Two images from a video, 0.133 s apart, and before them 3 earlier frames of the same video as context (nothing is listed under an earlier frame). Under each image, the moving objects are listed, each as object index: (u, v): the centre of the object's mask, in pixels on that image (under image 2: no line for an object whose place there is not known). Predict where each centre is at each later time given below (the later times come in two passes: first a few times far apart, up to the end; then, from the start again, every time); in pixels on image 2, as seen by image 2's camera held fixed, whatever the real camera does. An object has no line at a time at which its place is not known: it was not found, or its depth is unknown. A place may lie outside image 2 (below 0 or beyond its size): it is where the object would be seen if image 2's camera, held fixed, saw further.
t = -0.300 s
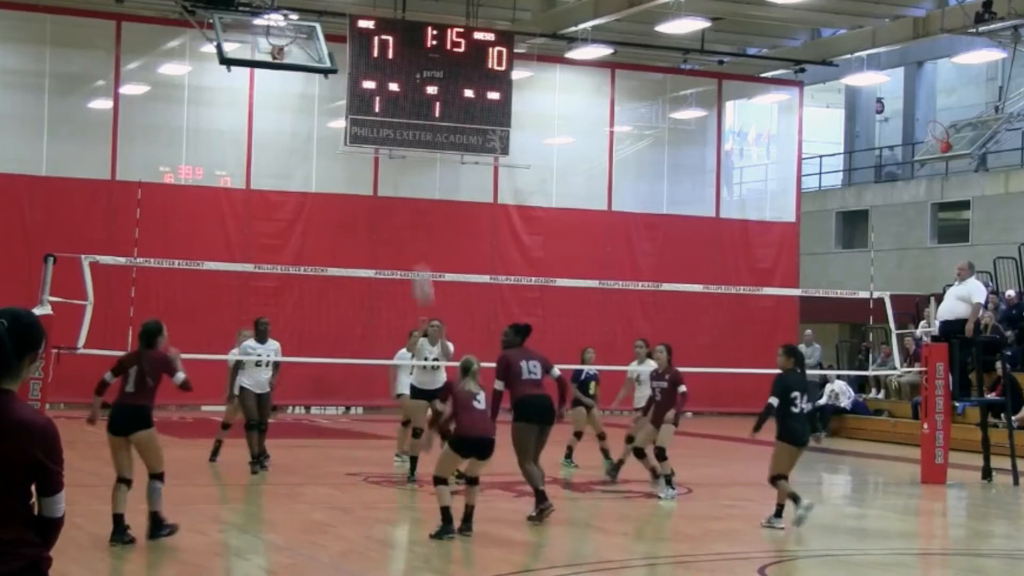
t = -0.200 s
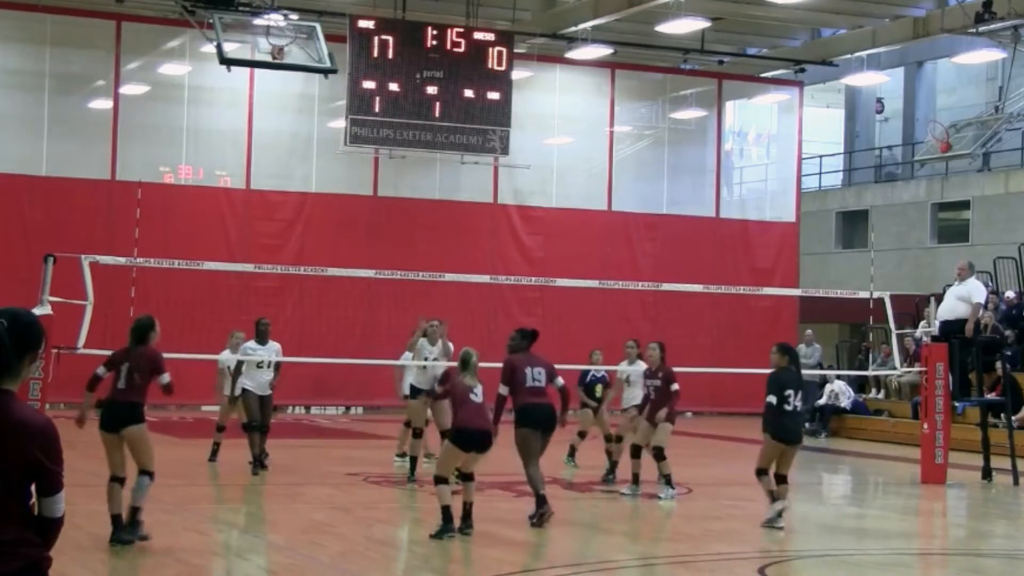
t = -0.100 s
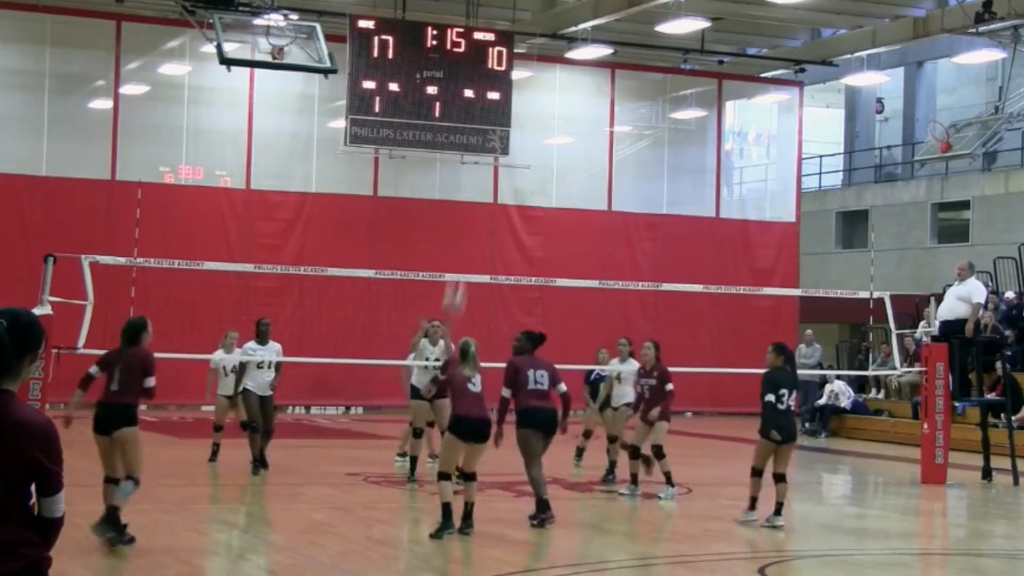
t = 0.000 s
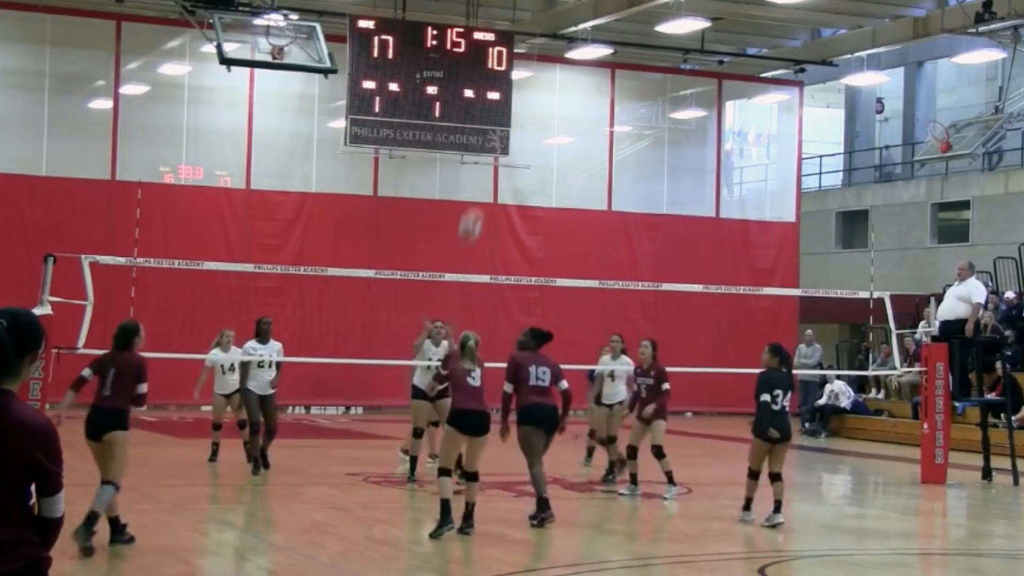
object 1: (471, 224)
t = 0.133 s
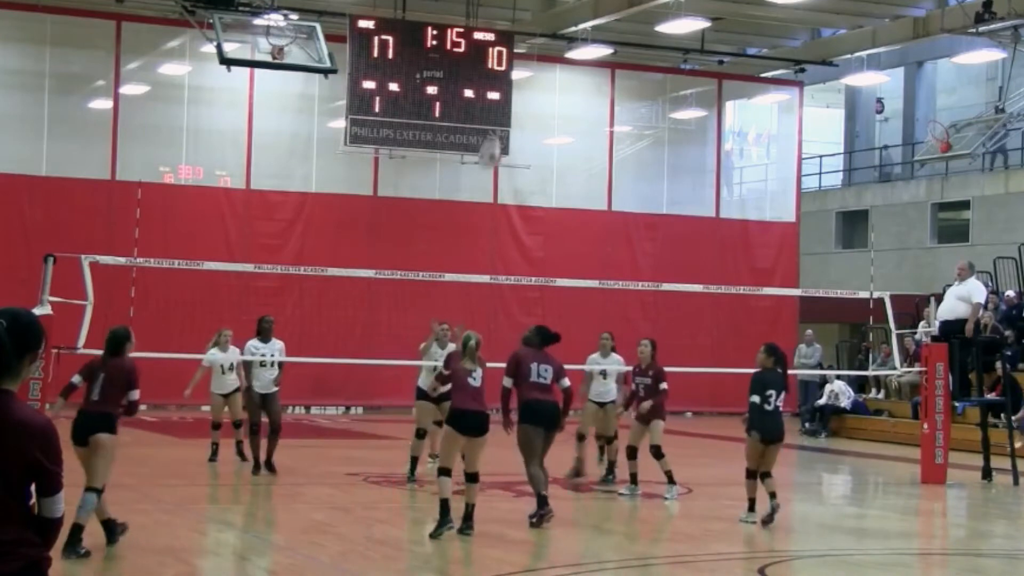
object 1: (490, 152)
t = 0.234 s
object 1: (503, 114)
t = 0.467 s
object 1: (534, 68)
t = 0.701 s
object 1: (558, 80)
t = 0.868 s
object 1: (574, 118)
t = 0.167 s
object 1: (494, 139)
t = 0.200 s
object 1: (499, 124)
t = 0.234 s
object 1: (503, 114)
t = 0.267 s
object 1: (507, 105)
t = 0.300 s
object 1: (512, 94)
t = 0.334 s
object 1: (518, 86)
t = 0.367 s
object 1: (519, 80)
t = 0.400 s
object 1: (524, 75)
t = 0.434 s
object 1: (531, 70)
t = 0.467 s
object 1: (534, 68)
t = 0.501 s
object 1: (537, 65)
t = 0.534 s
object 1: (541, 65)
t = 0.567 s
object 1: (544, 65)
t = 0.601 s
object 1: (548, 66)
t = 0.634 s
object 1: (550, 69)
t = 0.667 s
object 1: (553, 75)
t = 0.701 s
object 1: (558, 80)
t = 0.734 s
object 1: (562, 84)
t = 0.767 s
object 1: (564, 91)
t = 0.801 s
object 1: (568, 98)
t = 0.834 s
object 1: (571, 108)
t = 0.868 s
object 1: (574, 118)
